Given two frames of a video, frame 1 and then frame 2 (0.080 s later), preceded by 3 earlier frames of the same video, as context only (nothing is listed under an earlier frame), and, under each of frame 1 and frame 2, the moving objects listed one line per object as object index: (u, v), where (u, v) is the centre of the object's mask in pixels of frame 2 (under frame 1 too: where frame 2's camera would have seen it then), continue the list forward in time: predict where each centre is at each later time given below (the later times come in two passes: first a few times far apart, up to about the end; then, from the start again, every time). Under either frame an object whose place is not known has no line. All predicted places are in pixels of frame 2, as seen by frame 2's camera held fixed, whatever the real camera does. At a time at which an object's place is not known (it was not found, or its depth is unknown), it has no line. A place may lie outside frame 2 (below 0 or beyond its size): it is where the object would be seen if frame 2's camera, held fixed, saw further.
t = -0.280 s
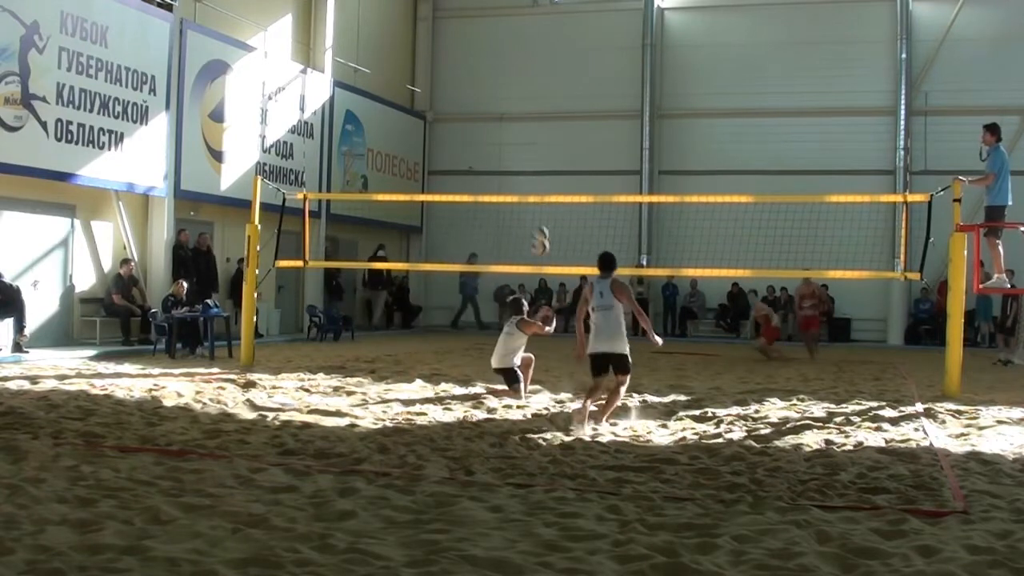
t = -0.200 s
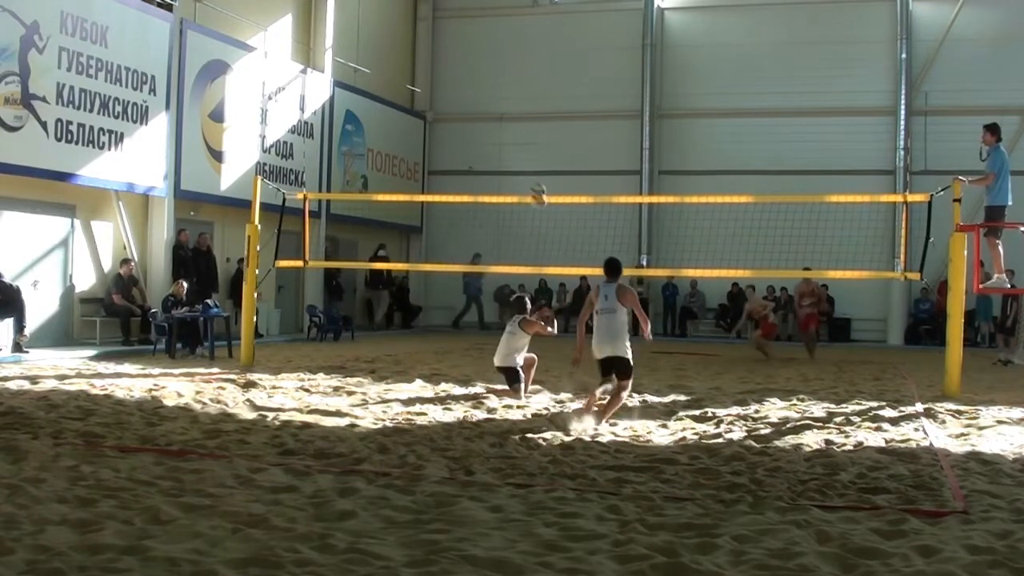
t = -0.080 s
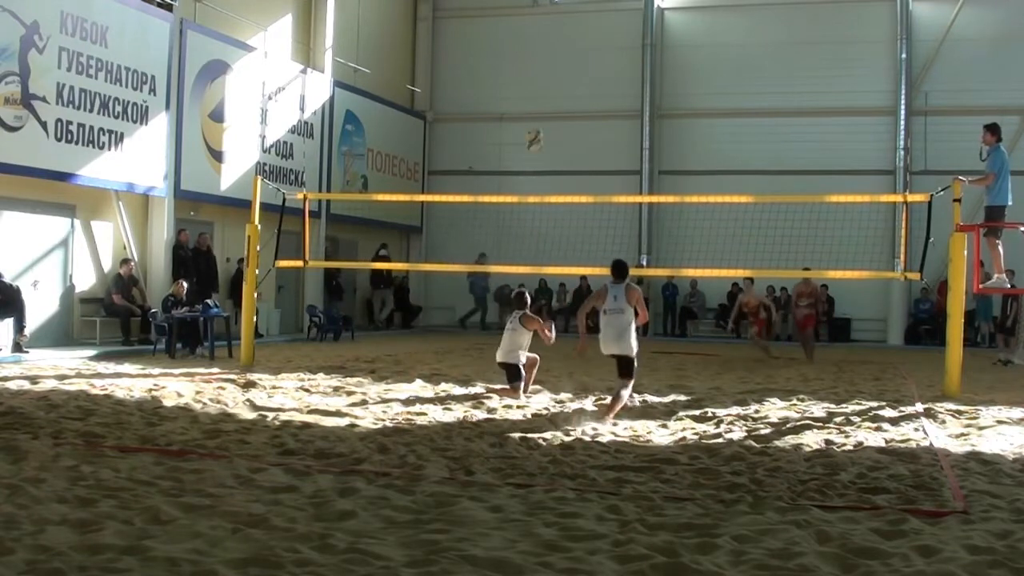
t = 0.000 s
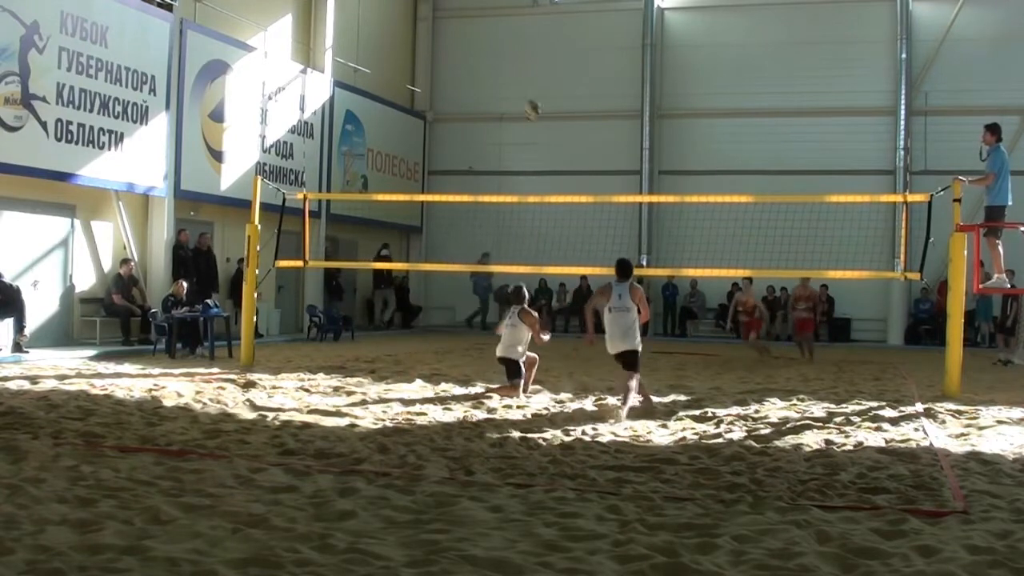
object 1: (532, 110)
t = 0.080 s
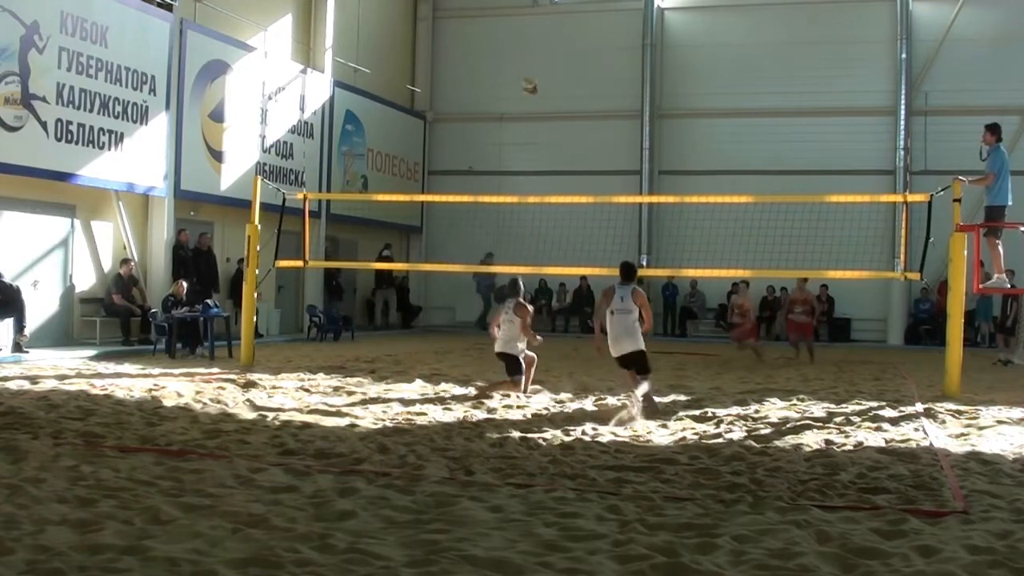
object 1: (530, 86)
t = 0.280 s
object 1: (522, 48)
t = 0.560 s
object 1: (513, 43)
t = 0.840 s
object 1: (502, 91)
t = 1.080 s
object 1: (495, 169)
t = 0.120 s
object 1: (528, 76)
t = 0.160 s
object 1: (527, 66)
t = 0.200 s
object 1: (526, 59)
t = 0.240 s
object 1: (525, 53)
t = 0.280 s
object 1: (522, 48)
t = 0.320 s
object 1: (522, 43)
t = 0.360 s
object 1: (520, 41)
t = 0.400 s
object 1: (519, 40)
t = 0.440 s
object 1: (517, 39)
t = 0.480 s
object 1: (517, 40)
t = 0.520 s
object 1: (514, 41)
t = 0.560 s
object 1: (513, 43)
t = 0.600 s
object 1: (512, 46)
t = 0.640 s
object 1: (510, 52)
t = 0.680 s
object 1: (509, 58)
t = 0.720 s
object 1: (507, 66)
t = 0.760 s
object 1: (505, 73)
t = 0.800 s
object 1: (504, 82)
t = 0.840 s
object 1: (502, 91)
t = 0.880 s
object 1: (500, 103)
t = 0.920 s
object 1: (500, 115)
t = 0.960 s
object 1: (498, 127)
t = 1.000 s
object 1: (497, 140)
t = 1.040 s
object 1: (497, 154)
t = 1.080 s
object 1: (495, 169)
